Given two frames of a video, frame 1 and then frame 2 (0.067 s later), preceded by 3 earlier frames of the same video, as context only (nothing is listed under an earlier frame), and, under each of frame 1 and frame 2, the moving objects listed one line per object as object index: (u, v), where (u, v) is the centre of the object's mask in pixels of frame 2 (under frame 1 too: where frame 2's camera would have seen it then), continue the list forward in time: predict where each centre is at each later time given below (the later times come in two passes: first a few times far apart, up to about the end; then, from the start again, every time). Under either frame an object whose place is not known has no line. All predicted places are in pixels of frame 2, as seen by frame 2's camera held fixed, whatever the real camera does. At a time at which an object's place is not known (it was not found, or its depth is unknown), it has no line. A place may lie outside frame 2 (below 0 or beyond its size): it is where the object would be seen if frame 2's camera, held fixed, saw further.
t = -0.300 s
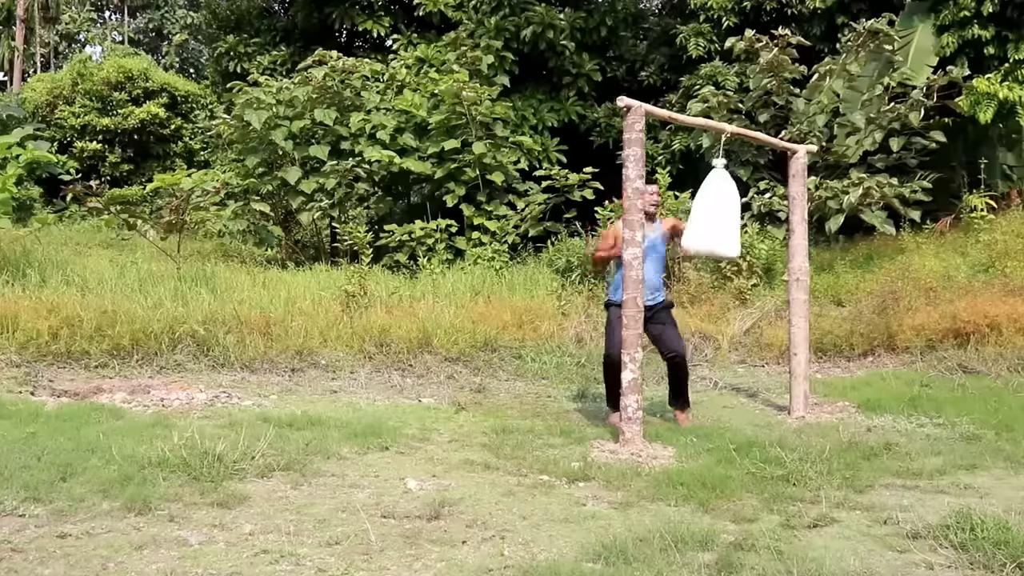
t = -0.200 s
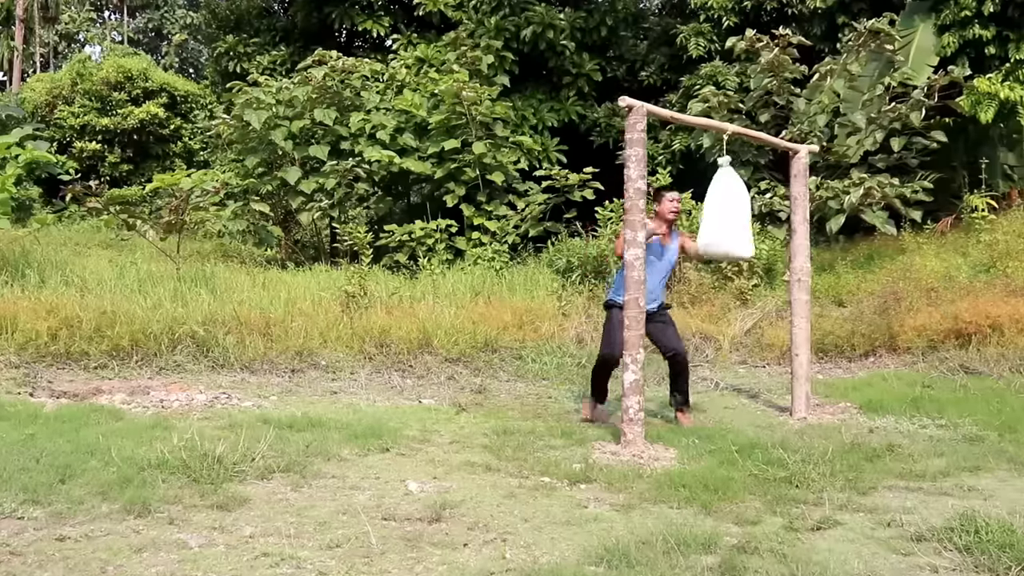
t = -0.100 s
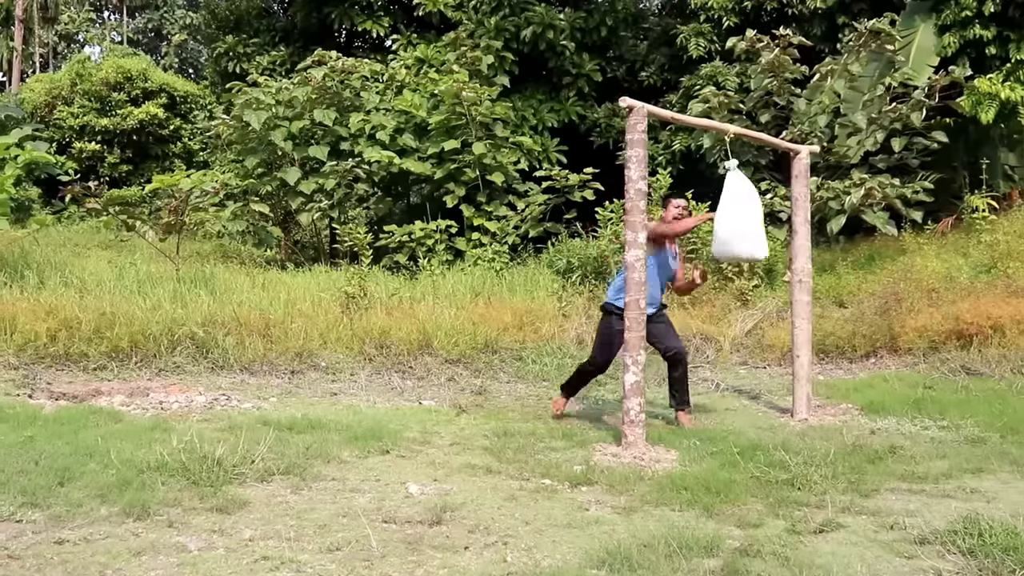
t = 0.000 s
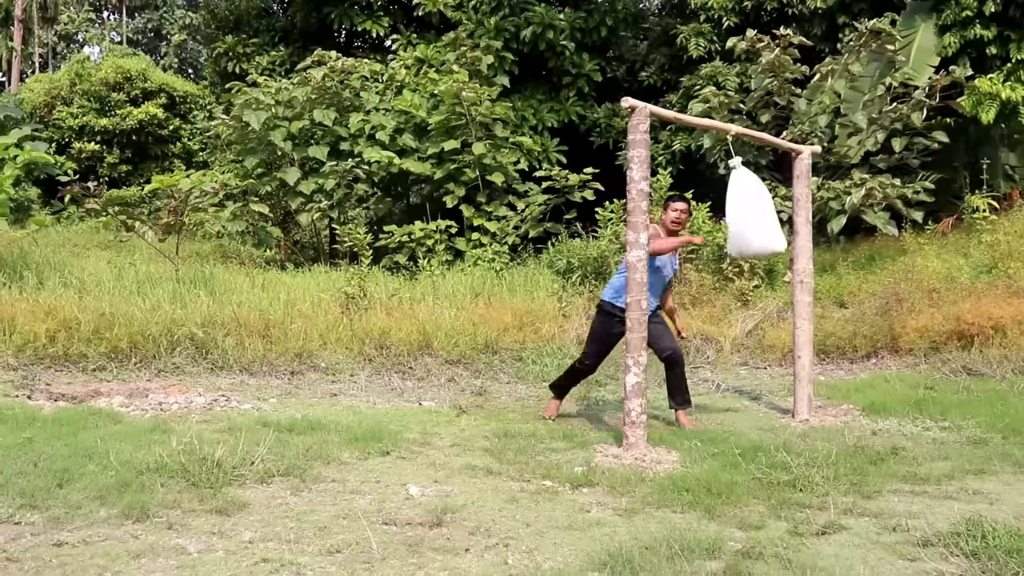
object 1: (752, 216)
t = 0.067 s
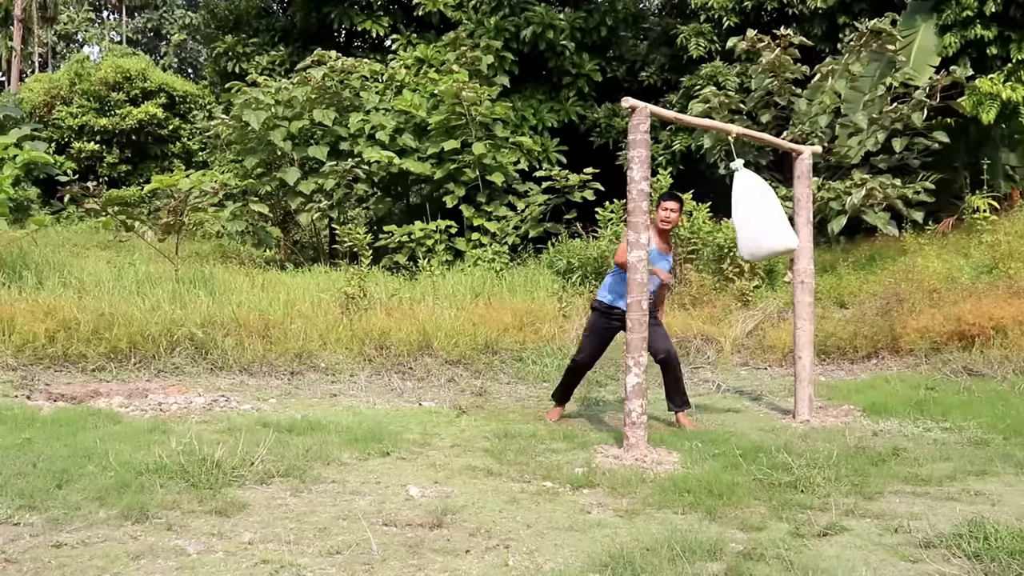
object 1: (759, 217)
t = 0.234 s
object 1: (765, 215)
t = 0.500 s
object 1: (752, 219)
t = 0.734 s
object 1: (723, 222)
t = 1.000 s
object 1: (699, 216)
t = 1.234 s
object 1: (700, 215)
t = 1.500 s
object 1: (725, 219)
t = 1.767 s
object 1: (756, 215)
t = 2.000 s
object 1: (760, 213)
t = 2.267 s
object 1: (742, 219)
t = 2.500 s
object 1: (716, 219)
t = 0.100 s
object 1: (761, 216)
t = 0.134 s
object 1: (764, 214)
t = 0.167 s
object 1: (766, 214)
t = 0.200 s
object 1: (766, 214)
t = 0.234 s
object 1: (765, 215)
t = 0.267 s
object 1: (764, 214)
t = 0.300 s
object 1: (764, 214)
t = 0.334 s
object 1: (764, 215)
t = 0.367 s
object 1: (763, 216)
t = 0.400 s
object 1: (762, 216)
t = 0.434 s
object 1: (758, 217)
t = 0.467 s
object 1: (754, 218)
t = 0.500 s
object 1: (752, 219)
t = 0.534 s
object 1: (748, 220)
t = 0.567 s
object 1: (744, 221)
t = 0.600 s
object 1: (742, 221)
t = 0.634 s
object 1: (736, 222)
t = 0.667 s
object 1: (731, 222)
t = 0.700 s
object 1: (728, 221)
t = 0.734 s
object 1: (723, 222)
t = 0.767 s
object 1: (719, 221)
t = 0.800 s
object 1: (716, 220)
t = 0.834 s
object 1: (711, 219)
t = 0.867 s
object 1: (707, 218)
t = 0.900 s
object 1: (705, 218)
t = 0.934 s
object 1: (703, 217)
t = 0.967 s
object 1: (700, 216)
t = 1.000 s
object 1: (699, 216)
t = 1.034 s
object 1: (697, 215)
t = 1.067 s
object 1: (697, 215)
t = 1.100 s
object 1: (696, 215)
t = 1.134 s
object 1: (697, 215)
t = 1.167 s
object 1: (697, 215)
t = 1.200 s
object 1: (698, 215)
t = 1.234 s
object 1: (700, 215)
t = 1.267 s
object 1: (703, 216)
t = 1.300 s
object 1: (704, 216)
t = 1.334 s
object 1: (707, 217)
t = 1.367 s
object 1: (711, 218)
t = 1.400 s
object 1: (713, 218)
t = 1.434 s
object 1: (718, 218)
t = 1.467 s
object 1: (723, 219)
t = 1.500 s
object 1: (725, 219)
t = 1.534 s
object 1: (731, 219)
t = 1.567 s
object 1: (736, 218)
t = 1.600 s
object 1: (738, 218)
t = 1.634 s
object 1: (743, 218)
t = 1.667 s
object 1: (748, 217)
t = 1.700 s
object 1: (749, 217)
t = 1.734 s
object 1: (753, 216)
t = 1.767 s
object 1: (756, 215)
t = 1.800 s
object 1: (757, 214)
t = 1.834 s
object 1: (759, 213)
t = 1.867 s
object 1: (760, 213)
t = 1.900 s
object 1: (760, 213)
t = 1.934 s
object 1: (761, 213)
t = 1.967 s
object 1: (761, 213)
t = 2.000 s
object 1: (760, 213)
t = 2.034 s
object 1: (759, 213)
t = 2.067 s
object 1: (758, 214)
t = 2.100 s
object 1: (757, 214)
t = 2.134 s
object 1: (755, 215)
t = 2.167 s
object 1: (752, 216)
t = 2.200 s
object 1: (751, 217)
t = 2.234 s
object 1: (747, 219)
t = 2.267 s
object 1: (742, 219)
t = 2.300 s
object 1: (740, 220)
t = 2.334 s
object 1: (736, 220)
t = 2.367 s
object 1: (731, 220)
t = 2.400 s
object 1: (728, 220)
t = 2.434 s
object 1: (723, 220)
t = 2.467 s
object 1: (718, 220)
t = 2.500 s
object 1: (716, 219)
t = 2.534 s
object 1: (711, 219)
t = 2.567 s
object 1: (708, 219)
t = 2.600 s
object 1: (706, 218)
